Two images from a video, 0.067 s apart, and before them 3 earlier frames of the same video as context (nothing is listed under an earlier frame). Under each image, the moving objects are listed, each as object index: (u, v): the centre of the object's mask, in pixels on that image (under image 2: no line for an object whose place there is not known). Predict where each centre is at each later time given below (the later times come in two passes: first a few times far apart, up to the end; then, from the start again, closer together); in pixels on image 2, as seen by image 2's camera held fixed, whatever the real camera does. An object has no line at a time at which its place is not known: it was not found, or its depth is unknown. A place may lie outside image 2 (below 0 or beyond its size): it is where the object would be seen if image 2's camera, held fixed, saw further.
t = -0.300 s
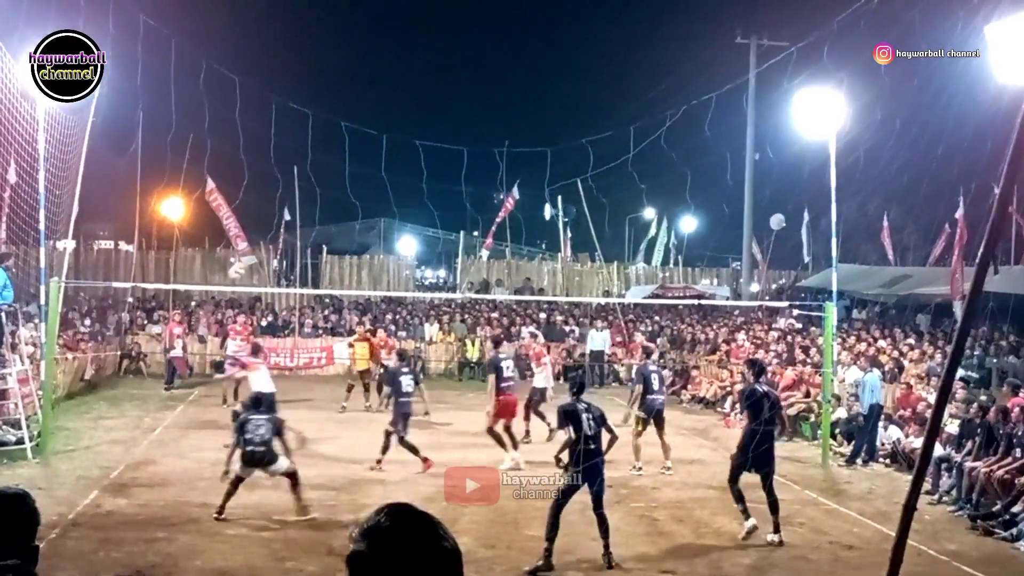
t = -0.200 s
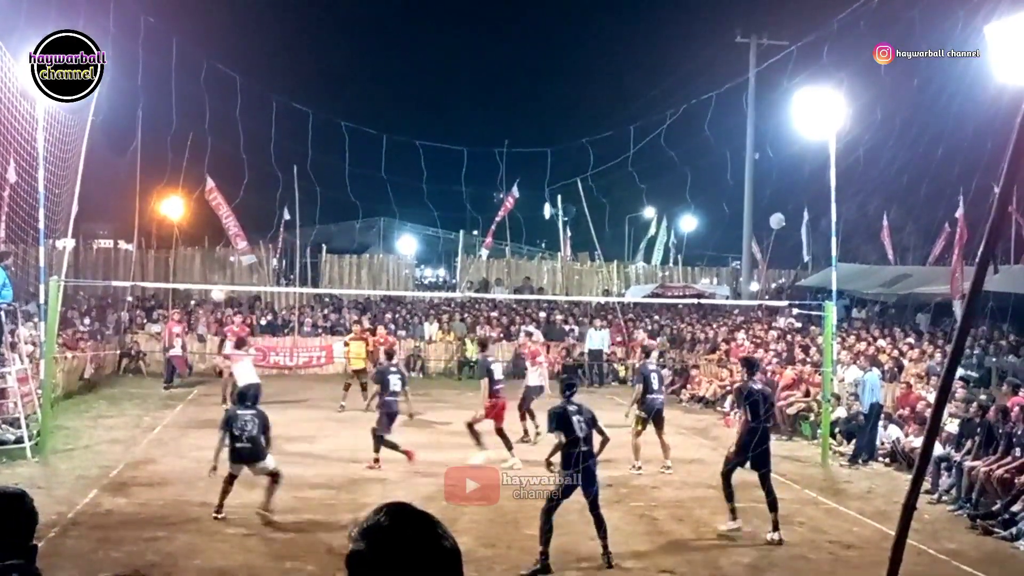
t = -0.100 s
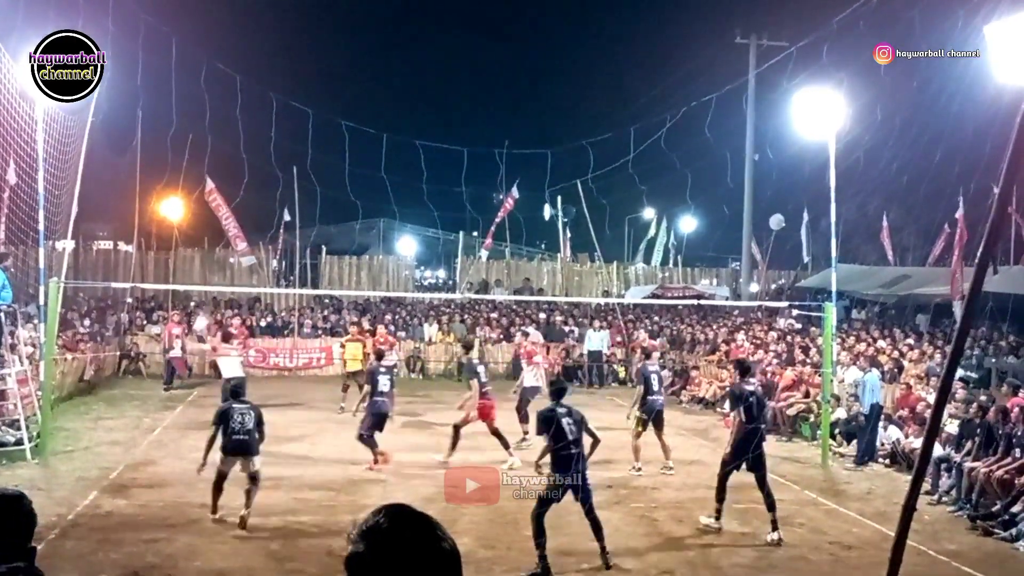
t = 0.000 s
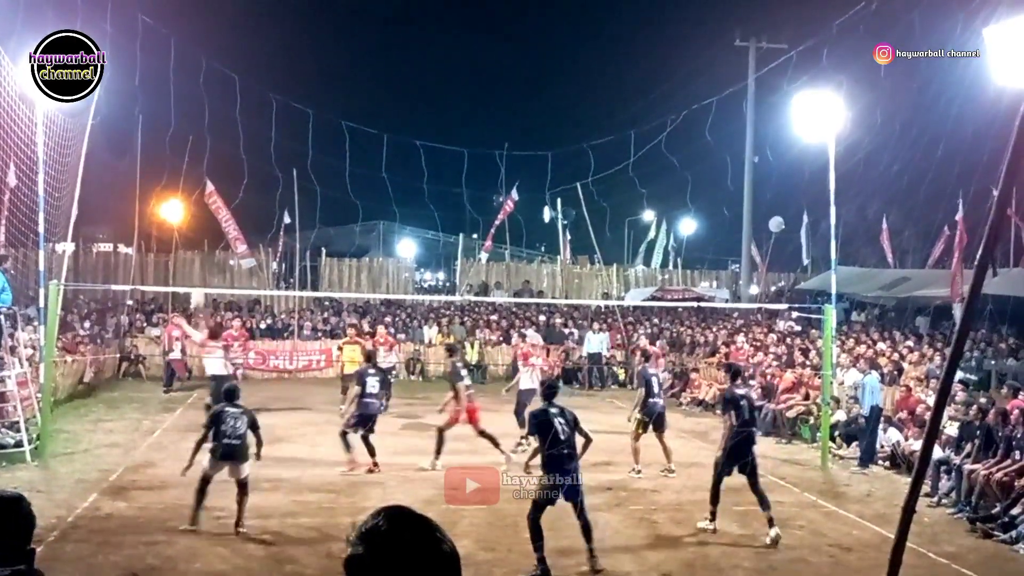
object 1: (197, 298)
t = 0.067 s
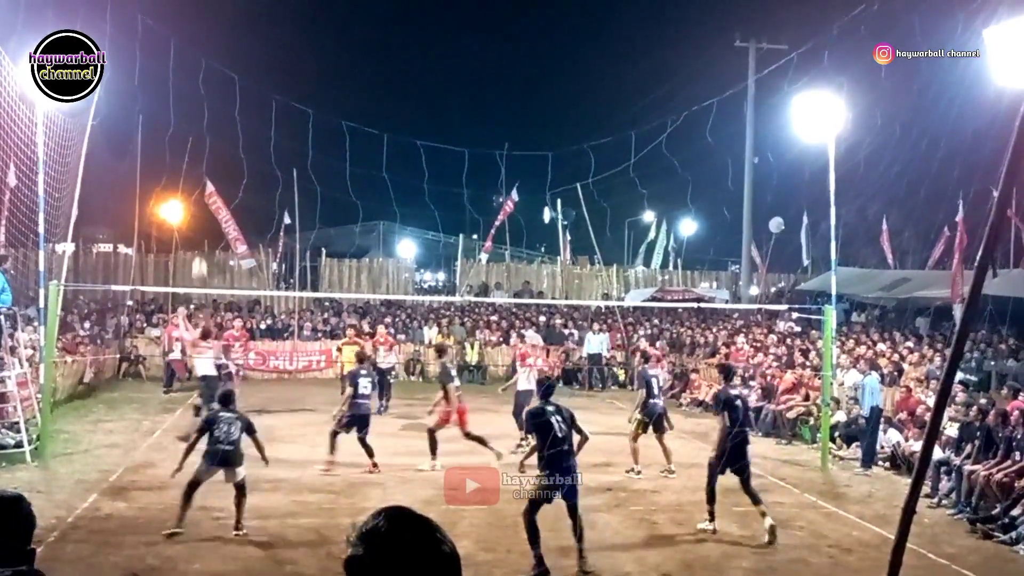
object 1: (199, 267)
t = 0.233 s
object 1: (202, 206)
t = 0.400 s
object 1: (207, 163)
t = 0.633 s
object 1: (213, 135)
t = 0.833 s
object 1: (216, 137)
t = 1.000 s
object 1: (219, 157)
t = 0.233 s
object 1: (202, 206)
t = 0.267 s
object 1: (203, 195)
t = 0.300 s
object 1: (205, 186)
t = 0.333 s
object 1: (205, 177)
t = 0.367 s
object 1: (206, 169)
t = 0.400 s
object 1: (207, 163)
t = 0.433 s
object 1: (208, 156)
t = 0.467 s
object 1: (209, 151)
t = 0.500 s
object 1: (210, 146)
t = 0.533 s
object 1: (210, 142)
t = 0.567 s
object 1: (211, 139)
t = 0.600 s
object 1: (212, 136)
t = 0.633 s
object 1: (213, 135)
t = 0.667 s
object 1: (213, 133)
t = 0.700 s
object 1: (214, 133)
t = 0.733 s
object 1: (215, 133)
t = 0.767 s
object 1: (215, 134)
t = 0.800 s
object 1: (216, 135)
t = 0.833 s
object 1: (216, 137)
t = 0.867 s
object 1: (217, 140)
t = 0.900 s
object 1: (217, 143)
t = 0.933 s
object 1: (218, 147)
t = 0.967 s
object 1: (219, 152)
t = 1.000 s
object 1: (219, 157)
